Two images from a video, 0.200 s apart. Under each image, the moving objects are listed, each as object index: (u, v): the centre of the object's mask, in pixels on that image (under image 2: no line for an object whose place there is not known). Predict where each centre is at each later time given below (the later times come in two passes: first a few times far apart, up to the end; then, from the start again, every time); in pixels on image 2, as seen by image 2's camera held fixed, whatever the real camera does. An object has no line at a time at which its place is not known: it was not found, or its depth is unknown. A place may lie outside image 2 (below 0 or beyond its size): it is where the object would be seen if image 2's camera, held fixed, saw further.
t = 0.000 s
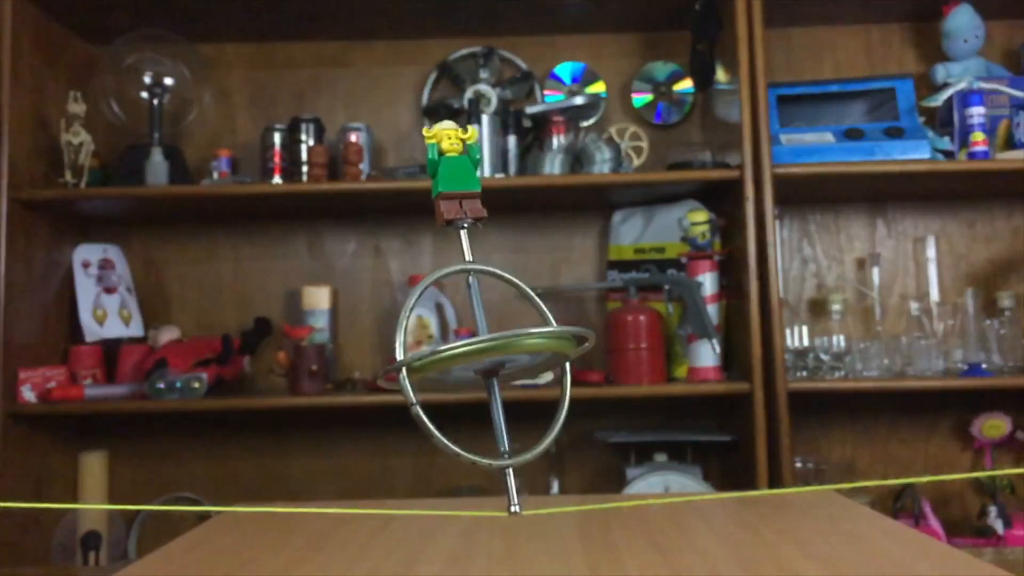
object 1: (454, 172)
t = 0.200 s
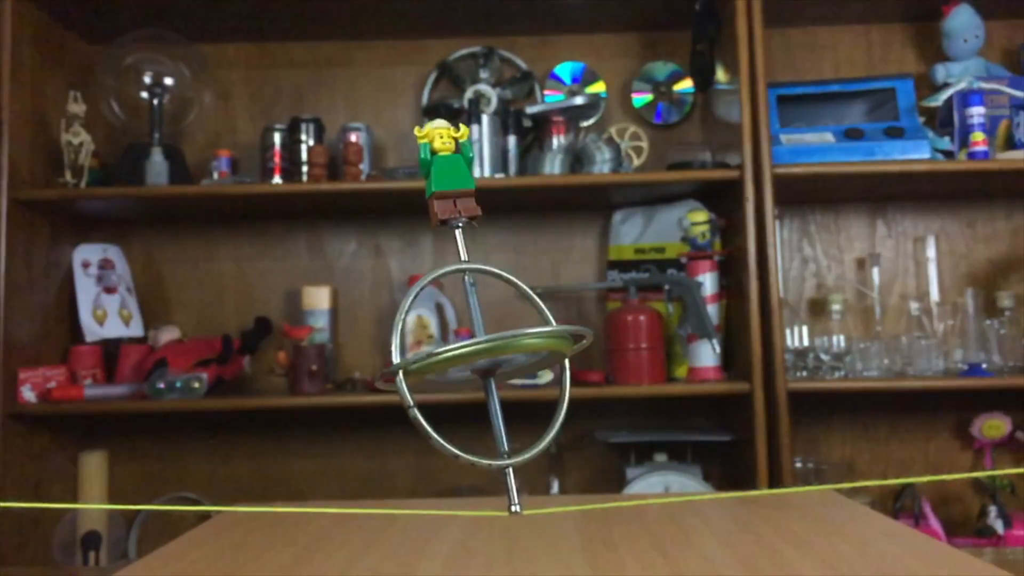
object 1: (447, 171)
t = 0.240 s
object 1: (446, 171)
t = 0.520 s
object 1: (439, 170)
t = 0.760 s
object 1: (434, 170)
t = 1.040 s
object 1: (429, 169)
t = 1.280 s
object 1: (424, 168)
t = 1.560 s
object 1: (422, 166)
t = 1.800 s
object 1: (419, 164)
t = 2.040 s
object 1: (417, 161)
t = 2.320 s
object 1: (416, 161)
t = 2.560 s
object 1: (415, 160)
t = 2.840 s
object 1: (415, 159)
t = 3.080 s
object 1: (417, 158)
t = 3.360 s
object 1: (419, 155)
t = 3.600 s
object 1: (424, 152)
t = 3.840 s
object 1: (436, 148)
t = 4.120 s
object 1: (469, 143)
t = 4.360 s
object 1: (529, 143)
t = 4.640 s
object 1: (601, 153)
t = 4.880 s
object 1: (592, 172)
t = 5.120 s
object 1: (492, 183)
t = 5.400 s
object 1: (391, 175)
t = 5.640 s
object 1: (433, 151)
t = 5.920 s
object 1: (612, 154)
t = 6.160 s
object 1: (637, 227)
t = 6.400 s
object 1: (854, 505)
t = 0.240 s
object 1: (446, 171)
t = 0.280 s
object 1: (446, 171)
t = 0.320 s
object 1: (444, 171)
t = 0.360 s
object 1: (443, 171)
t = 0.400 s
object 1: (443, 171)
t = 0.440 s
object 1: (442, 170)
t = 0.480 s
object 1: (440, 171)
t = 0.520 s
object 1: (439, 170)
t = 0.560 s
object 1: (438, 170)
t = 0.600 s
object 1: (437, 170)
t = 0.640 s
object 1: (436, 170)
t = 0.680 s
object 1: (435, 170)
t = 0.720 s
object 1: (435, 170)
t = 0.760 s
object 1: (434, 170)
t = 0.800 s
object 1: (433, 170)
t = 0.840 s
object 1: (432, 170)
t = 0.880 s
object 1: (432, 169)
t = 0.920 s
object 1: (431, 170)
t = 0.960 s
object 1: (430, 170)
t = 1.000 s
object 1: (429, 170)
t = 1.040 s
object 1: (429, 169)
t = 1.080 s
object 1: (428, 169)
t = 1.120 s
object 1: (427, 169)
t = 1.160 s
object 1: (426, 169)
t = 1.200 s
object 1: (426, 168)
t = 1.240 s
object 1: (425, 167)
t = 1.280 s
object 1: (424, 168)
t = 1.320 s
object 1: (424, 168)
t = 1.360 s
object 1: (424, 167)
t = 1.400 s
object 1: (424, 168)
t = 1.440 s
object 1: (423, 167)
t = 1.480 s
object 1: (423, 166)
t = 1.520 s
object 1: (423, 166)
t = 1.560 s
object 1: (422, 166)
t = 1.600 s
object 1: (421, 165)
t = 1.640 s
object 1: (421, 165)
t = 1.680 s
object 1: (421, 165)
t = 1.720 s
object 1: (420, 165)
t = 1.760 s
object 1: (419, 164)
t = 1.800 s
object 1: (419, 164)
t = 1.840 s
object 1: (419, 163)
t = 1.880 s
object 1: (418, 163)
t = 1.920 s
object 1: (418, 163)
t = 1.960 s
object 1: (418, 162)
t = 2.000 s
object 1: (418, 162)
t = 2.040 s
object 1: (417, 161)
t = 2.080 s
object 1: (417, 162)
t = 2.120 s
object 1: (417, 161)
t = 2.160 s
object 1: (417, 161)
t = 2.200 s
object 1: (416, 161)
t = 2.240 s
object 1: (416, 161)
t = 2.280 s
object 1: (417, 160)
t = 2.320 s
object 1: (416, 161)
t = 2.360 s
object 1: (415, 160)
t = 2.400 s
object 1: (415, 160)
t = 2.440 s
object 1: (416, 160)
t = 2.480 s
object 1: (416, 159)
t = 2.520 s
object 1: (415, 160)
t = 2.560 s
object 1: (415, 160)
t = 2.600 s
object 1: (415, 160)
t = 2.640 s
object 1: (415, 159)
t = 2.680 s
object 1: (415, 159)
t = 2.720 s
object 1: (415, 159)
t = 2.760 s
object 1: (415, 159)
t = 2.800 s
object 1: (415, 159)
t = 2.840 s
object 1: (415, 159)
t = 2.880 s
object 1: (415, 159)
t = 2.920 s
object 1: (416, 158)
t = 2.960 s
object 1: (416, 158)
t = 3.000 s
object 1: (415, 158)
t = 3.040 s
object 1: (416, 158)
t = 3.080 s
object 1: (417, 158)
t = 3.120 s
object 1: (417, 158)
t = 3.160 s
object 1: (417, 157)
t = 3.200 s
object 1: (417, 157)
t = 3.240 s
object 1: (419, 157)
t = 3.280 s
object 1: (418, 157)
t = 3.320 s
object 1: (418, 156)
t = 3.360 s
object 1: (419, 155)
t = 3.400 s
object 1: (420, 155)
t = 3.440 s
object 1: (420, 155)
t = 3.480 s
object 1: (422, 154)
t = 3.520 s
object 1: (423, 153)
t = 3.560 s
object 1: (424, 153)
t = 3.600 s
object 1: (424, 152)
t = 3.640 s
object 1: (426, 152)
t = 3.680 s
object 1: (427, 151)
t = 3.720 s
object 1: (430, 150)
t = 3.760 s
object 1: (431, 150)
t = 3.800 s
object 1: (433, 149)
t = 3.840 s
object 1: (436, 148)
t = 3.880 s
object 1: (438, 146)
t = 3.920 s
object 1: (442, 146)
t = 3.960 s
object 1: (446, 145)
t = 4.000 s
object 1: (450, 144)
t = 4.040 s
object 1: (455, 144)
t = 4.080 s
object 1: (462, 144)
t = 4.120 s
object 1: (469, 143)
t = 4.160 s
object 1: (478, 142)
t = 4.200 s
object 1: (487, 142)
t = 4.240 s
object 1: (497, 141)
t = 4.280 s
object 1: (507, 142)
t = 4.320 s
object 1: (518, 142)
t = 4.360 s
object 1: (529, 143)
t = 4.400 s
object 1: (540, 143)
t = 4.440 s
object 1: (550, 144)
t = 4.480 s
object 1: (562, 145)
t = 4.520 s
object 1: (573, 146)
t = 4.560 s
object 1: (585, 148)
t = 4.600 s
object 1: (593, 150)
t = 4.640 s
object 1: (601, 153)
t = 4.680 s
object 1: (609, 156)
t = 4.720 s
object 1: (611, 159)
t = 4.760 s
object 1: (610, 163)
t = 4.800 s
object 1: (606, 164)
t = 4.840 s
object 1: (600, 168)
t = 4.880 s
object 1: (592, 172)
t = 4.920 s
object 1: (582, 176)
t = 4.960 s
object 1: (567, 180)
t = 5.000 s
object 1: (553, 181)
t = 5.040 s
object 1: (532, 181)
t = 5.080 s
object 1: (513, 182)
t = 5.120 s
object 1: (492, 183)
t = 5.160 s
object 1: (475, 183)
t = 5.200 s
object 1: (460, 182)
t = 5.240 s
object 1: (446, 182)
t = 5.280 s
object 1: (433, 181)
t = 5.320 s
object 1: (419, 178)
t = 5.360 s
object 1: (405, 177)
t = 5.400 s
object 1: (391, 175)
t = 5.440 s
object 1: (382, 174)
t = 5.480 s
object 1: (380, 170)
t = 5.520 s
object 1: (387, 163)
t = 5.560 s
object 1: (399, 156)
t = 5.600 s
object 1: (415, 152)
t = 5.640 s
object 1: (433, 151)
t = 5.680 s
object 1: (452, 149)
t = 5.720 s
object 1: (474, 144)
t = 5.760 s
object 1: (496, 141)
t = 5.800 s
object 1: (524, 141)
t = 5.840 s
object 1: (554, 146)
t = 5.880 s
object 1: (588, 153)
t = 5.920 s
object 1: (612, 154)
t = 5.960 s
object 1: (629, 151)
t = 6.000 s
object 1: (638, 154)
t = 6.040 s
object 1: (641, 160)
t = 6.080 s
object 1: (641, 166)
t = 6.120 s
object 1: (638, 190)
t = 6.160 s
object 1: (637, 227)
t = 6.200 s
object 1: (629, 242)
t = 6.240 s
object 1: (638, 258)
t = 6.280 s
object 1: (688, 286)
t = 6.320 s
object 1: (743, 323)
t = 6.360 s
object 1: (792, 443)
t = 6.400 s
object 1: (854, 505)
